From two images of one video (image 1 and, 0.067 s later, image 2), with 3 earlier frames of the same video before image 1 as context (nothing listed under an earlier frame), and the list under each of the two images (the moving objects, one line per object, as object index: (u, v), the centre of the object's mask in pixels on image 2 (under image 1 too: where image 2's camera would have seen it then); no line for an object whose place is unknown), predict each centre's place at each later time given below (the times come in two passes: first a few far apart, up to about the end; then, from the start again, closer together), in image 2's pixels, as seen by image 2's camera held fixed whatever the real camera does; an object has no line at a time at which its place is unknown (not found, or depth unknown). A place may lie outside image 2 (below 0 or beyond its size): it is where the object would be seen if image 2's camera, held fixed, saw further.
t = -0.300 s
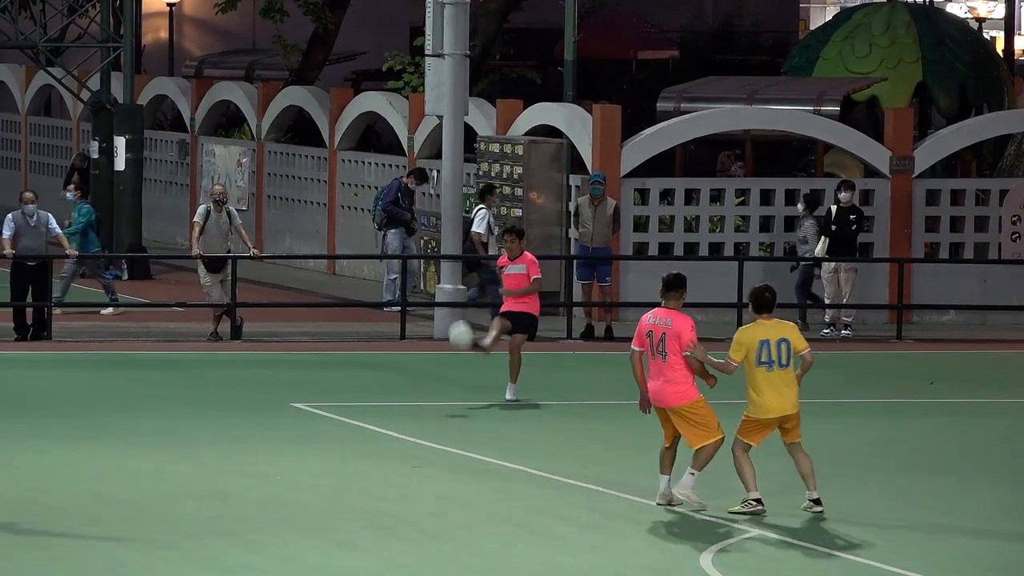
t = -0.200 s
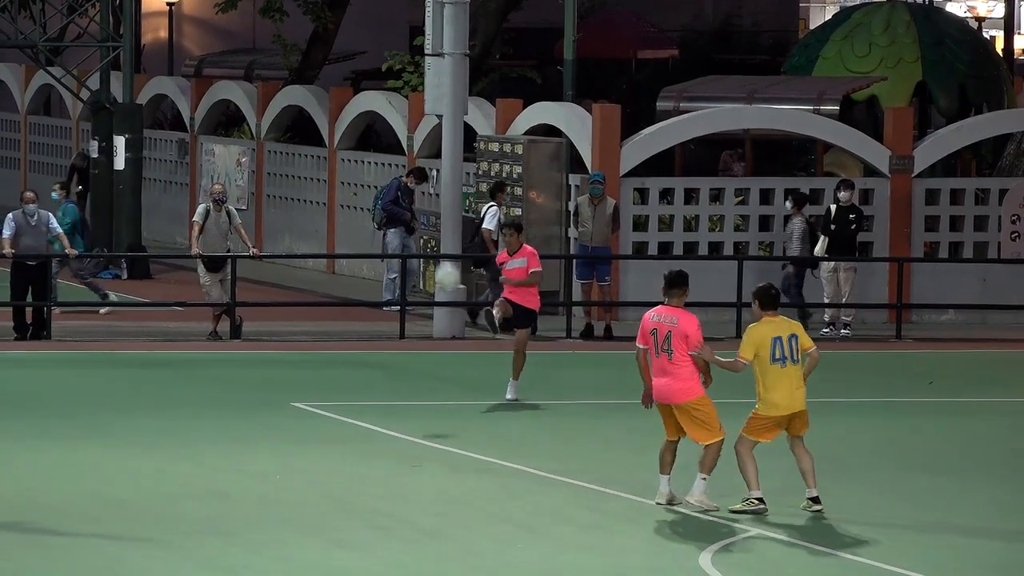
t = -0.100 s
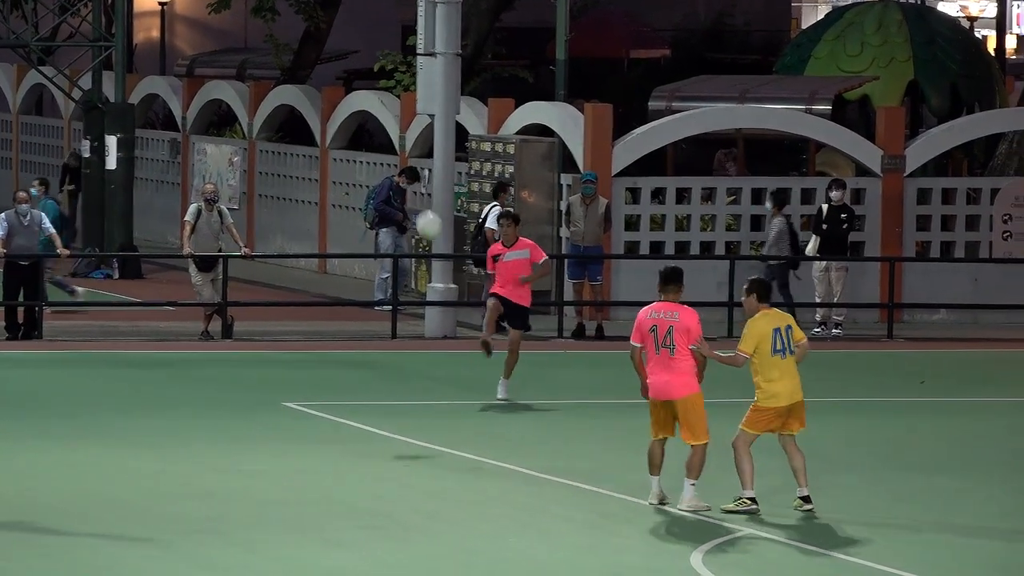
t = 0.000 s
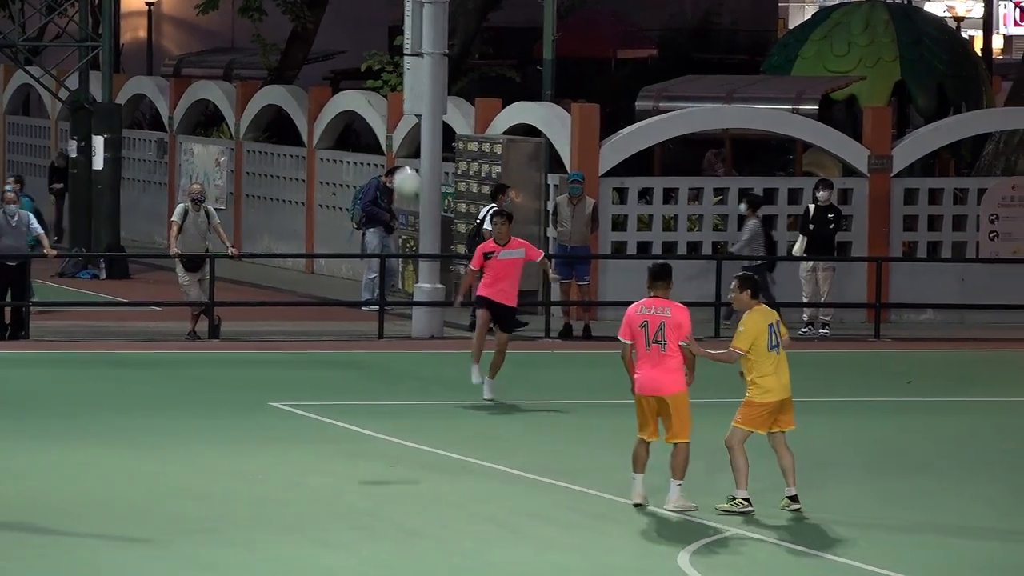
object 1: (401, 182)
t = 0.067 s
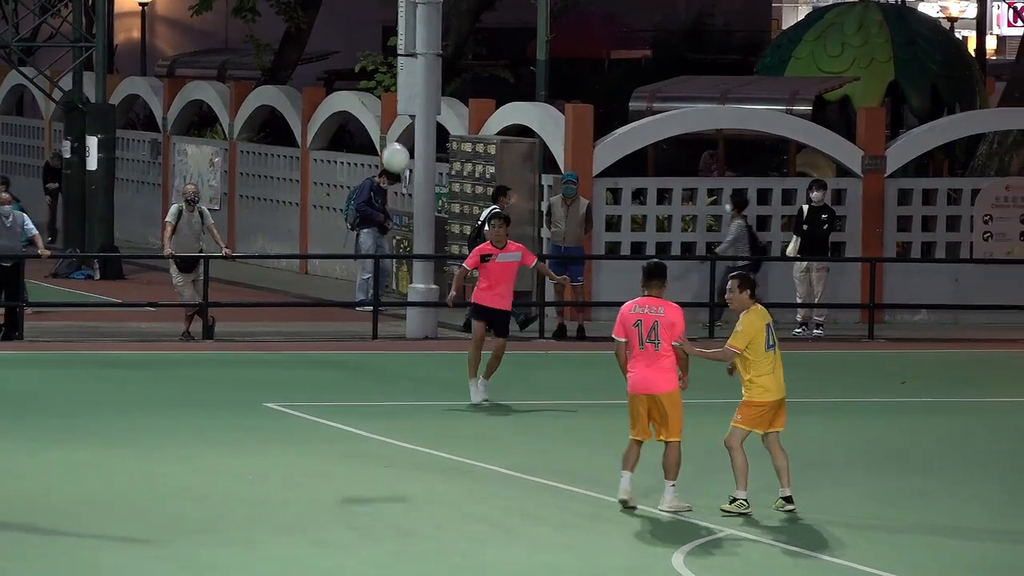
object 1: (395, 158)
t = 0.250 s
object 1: (385, 113)
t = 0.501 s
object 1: (380, 114)
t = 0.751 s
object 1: (385, 206)
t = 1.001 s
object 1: (404, 413)
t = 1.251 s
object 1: (439, 622)
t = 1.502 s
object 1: (491, 477)
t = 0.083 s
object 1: (394, 152)
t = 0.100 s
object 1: (393, 147)
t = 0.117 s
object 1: (392, 142)
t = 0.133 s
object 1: (390, 138)
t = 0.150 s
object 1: (390, 133)
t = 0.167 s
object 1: (388, 129)
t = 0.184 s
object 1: (387, 125)
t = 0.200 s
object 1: (387, 120)
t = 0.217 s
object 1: (386, 118)
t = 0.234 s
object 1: (385, 115)
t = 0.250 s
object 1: (385, 113)
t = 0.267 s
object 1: (384, 110)
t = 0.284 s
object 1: (384, 109)
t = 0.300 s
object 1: (383, 107)
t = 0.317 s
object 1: (383, 106)
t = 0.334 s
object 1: (382, 105)
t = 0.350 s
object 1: (382, 104)
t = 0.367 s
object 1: (381, 104)
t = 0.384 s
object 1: (381, 104)
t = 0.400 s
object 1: (381, 104)
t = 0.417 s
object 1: (381, 105)
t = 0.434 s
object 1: (380, 106)
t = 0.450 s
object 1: (380, 107)
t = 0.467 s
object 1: (380, 109)
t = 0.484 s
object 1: (380, 111)
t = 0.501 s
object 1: (380, 114)
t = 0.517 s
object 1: (379, 117)
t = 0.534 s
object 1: (379, 120)
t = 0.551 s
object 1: (379, 124)
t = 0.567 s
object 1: (379, 128)
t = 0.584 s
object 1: (378, 132)
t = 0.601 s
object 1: (380, 138)
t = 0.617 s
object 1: (381, 144)
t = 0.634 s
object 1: (381, 149)
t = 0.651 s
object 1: (381, 156)
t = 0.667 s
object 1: (381, 164)
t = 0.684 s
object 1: (382, 171)
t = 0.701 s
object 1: (382, 179)
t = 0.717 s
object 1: (383, 187)
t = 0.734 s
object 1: (384, 196)
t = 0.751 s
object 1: (385, 206)
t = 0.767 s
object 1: (386, 215)
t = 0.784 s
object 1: (387, 226)
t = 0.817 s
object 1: (389, 249)
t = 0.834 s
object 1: (390, 261)
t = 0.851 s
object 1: (391, 274)
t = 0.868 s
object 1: (391, 286)
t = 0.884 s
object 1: (392, 300)
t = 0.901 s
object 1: (394, 315)
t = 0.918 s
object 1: (396, 329)
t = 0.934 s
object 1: (397, 344)
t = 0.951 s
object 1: (399, 360)
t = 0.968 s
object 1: (401, 377)
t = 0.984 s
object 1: (402, 395)
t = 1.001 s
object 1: (404, 413)
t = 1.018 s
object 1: (406, 431)
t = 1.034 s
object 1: (407, 452)
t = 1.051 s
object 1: (409, 474)
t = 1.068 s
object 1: (411, 497)
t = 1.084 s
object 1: (413, 518)
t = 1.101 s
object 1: (415, 540)
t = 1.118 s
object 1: (417, 563)
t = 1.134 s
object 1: (419, 588)
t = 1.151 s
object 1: (423, 612)
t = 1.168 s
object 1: (425, 639)
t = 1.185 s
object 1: (427, 666)
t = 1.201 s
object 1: (430, 666)
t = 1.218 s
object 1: (432, 647)
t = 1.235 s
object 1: (435, 635)
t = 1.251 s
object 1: (439, 622)
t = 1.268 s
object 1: (445, 606)
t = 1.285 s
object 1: (445, 594)
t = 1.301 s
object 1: (450, 582)
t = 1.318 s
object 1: (453, 571)
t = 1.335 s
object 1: (455, 558)
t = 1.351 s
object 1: (459, 551)
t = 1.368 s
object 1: (462, 539)
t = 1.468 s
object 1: (487, 491)
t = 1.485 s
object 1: (490, 484)
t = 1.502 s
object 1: (491, 477)
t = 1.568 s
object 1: (508, 462)
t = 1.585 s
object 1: (510, 458)
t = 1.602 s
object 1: (513, 455)
